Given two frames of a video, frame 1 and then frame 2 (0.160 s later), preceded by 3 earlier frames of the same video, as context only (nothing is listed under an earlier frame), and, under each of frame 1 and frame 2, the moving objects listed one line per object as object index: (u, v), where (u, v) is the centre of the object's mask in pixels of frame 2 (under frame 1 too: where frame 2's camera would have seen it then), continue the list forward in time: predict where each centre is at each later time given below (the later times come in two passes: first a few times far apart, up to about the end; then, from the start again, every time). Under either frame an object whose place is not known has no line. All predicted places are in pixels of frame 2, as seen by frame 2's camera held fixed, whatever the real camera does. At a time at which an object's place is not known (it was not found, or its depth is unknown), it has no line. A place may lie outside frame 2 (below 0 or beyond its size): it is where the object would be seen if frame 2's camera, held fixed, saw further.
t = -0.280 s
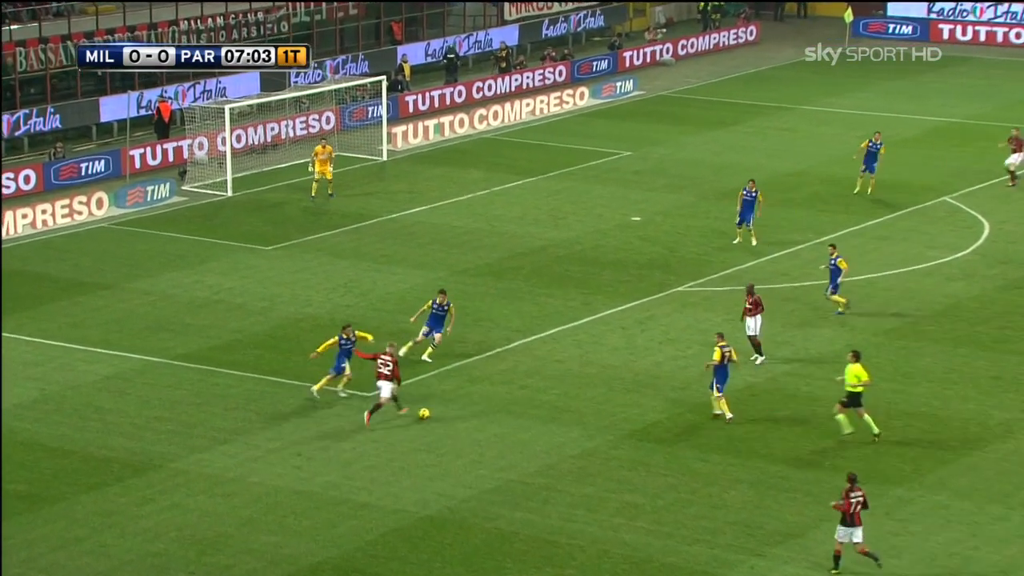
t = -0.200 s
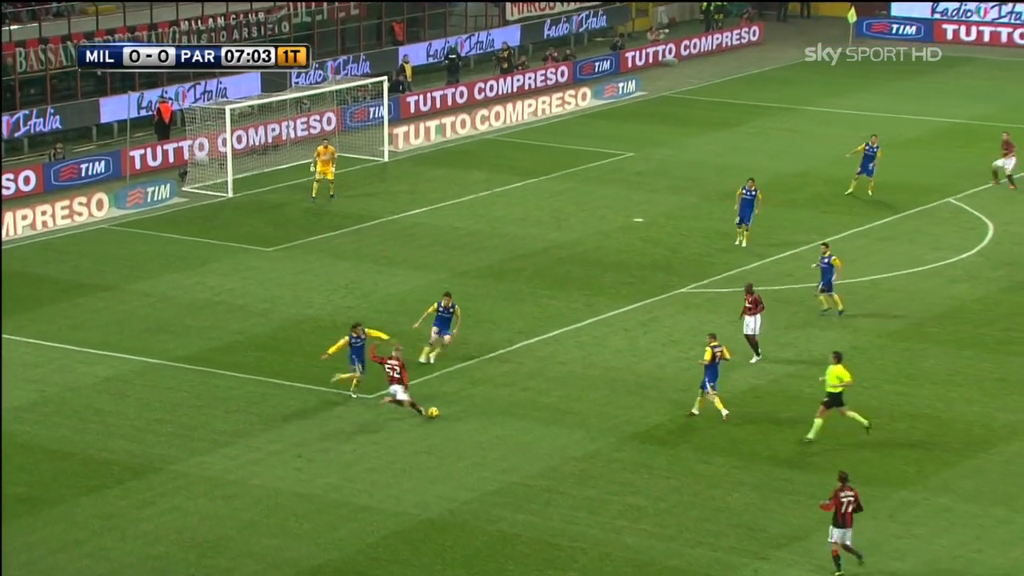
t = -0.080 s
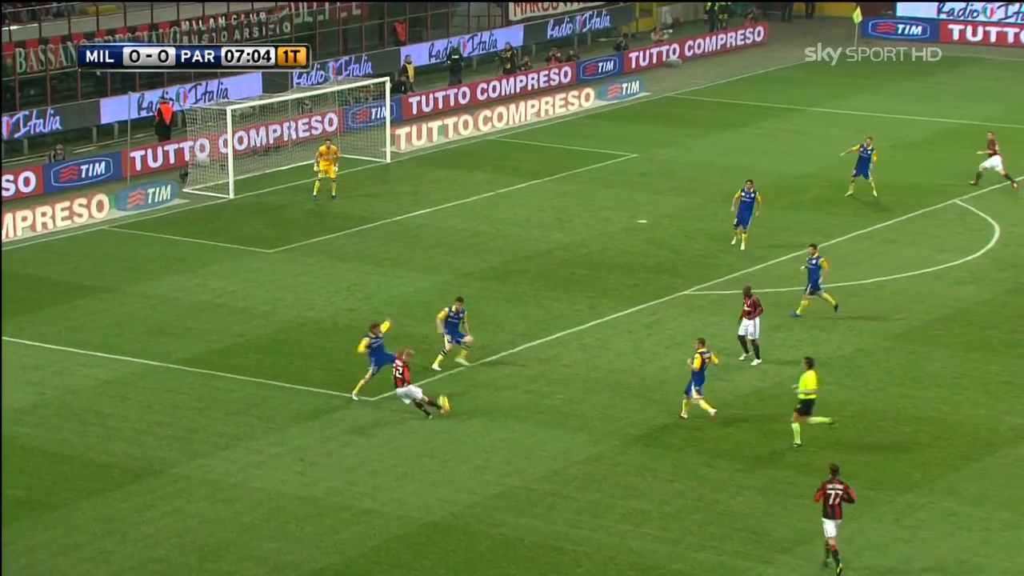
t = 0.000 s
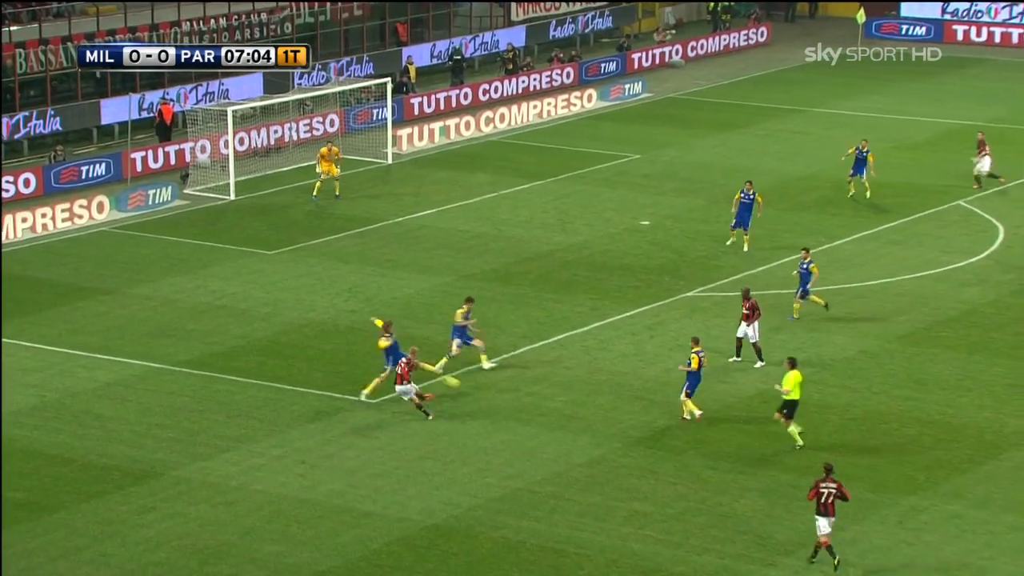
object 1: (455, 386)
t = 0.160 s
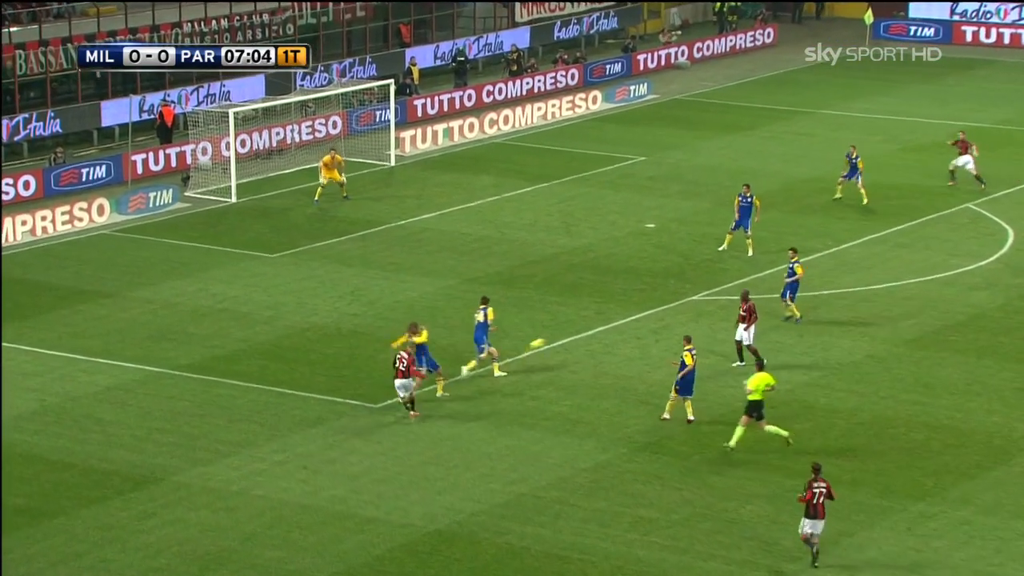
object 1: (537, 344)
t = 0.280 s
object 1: (593, 312)
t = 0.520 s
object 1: (694, 272)
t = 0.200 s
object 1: (556, 332)
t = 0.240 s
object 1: (575, 322)
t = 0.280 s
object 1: (593, 312)
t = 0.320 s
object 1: (611, 303)
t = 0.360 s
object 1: (629, 296)
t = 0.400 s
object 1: (646, 289)
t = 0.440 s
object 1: (662, 283)
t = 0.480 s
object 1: (679, 277)
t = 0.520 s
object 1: (694, 272)
